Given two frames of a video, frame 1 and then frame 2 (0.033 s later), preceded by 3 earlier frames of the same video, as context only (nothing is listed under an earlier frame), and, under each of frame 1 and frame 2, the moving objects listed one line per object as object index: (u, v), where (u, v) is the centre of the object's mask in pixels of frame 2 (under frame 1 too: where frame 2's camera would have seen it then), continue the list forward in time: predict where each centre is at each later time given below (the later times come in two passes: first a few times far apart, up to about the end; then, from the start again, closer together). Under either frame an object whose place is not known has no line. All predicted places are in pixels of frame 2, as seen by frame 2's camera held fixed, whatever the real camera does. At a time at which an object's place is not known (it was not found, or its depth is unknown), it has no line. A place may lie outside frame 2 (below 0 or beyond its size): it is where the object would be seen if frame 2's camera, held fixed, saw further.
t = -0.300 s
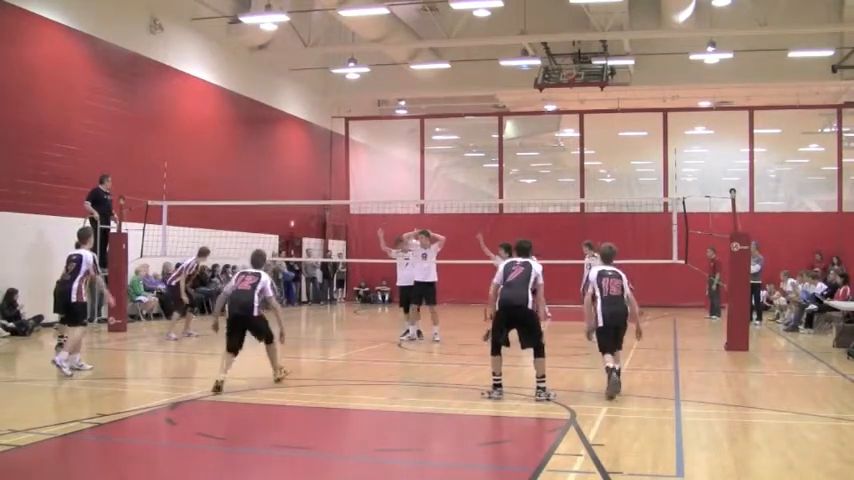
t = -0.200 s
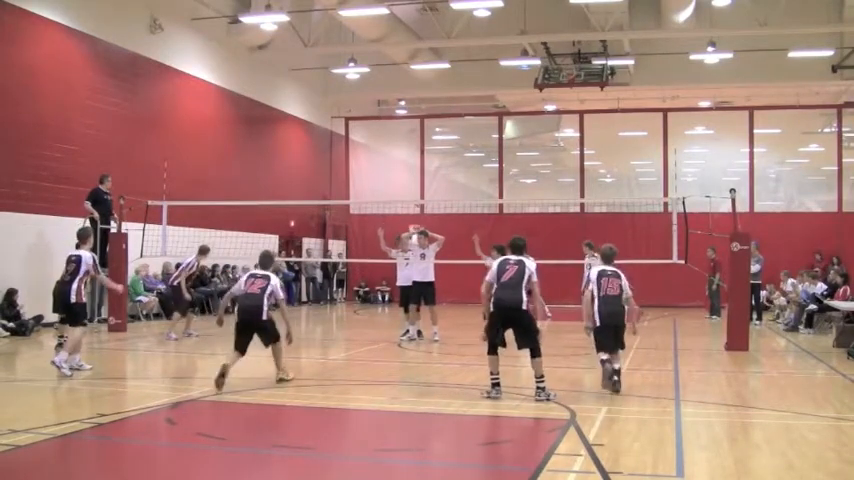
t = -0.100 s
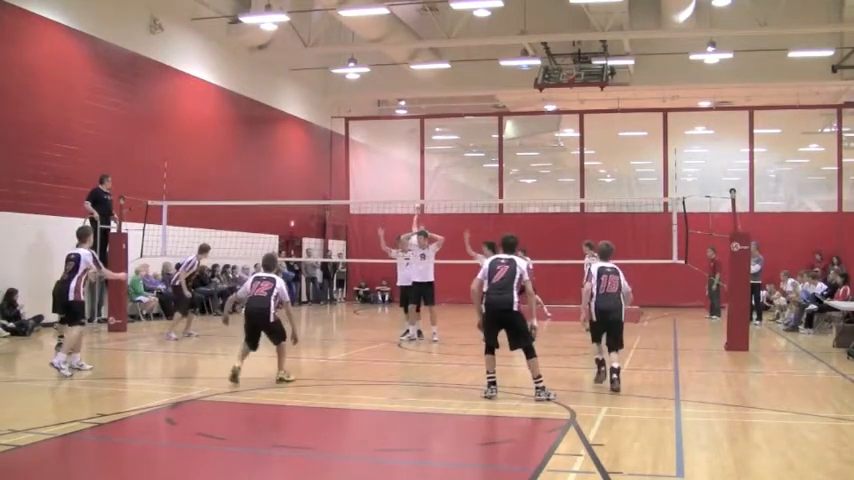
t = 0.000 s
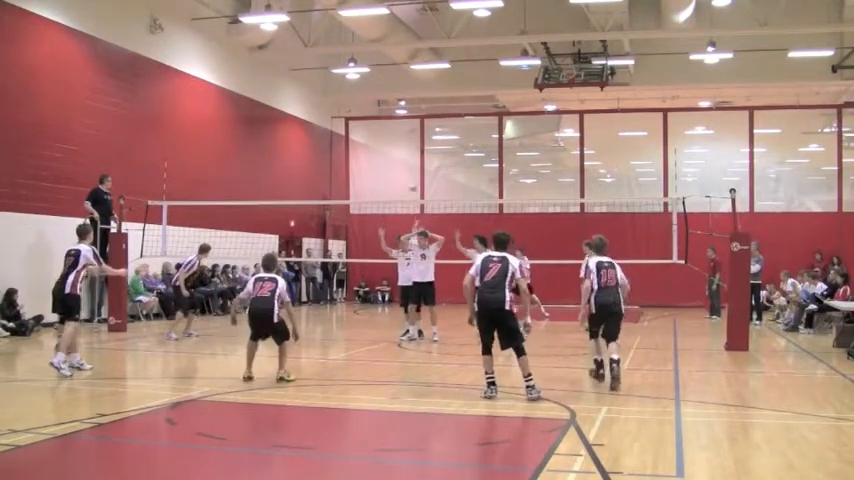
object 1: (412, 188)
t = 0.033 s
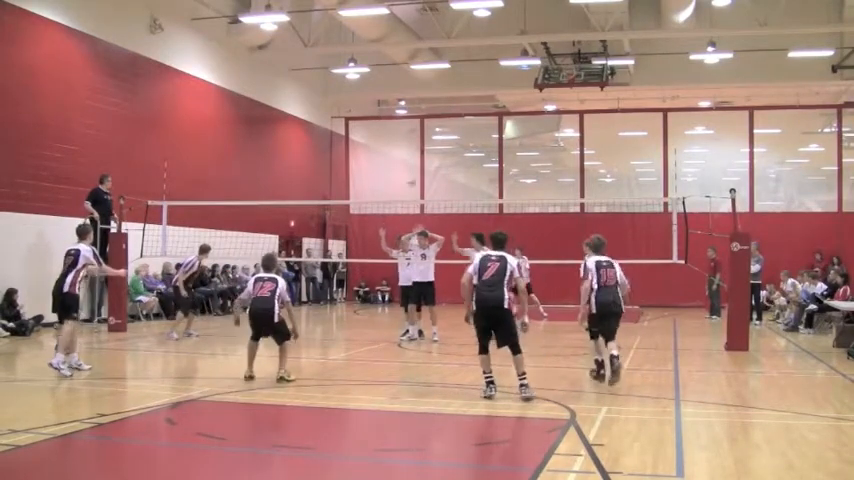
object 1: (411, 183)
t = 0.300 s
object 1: (398, 151)
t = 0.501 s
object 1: (390, 145)
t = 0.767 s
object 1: (374, 168)
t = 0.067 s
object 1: (410, 177)
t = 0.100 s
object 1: (408, 173)
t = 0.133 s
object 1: (406, 167)
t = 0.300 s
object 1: (398, 151)
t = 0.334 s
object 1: (397, 149)
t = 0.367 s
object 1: (395, 148)
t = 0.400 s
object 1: (393, 147)
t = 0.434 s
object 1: (393, 146)
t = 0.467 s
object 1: (392, 145)
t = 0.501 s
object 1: (390, 145)
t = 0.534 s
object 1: (388, 146)
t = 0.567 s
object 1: (386, 147)
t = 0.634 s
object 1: (383, 151)
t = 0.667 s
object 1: (381, 154)
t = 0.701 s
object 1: (379, 158)
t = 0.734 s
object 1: (376, 163)
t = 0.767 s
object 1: (374, 168)
